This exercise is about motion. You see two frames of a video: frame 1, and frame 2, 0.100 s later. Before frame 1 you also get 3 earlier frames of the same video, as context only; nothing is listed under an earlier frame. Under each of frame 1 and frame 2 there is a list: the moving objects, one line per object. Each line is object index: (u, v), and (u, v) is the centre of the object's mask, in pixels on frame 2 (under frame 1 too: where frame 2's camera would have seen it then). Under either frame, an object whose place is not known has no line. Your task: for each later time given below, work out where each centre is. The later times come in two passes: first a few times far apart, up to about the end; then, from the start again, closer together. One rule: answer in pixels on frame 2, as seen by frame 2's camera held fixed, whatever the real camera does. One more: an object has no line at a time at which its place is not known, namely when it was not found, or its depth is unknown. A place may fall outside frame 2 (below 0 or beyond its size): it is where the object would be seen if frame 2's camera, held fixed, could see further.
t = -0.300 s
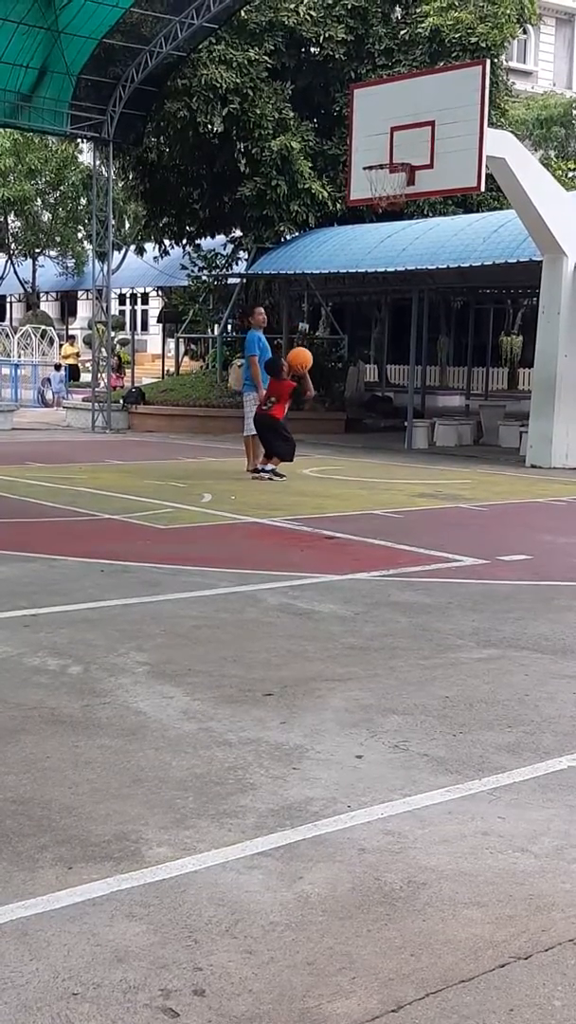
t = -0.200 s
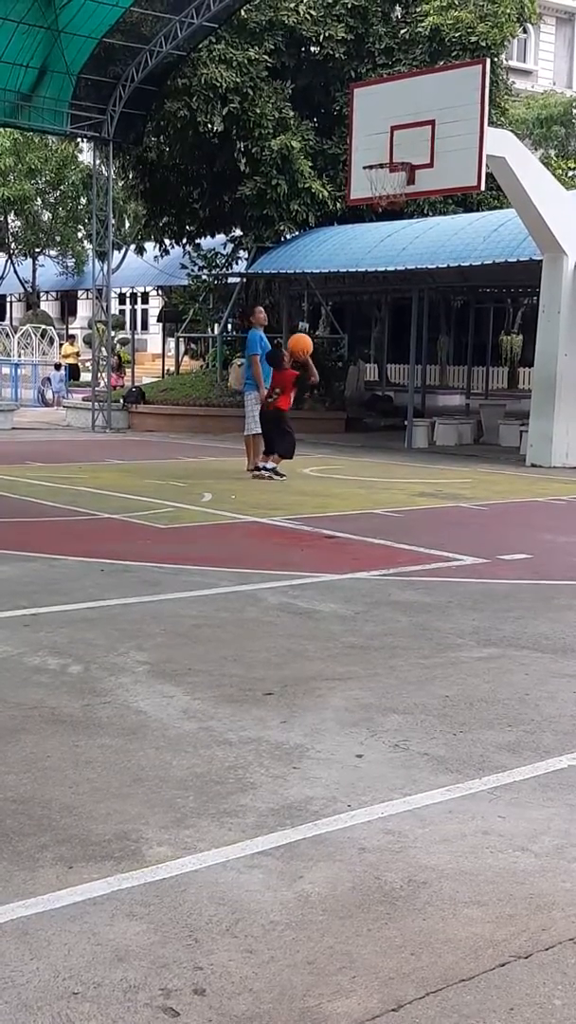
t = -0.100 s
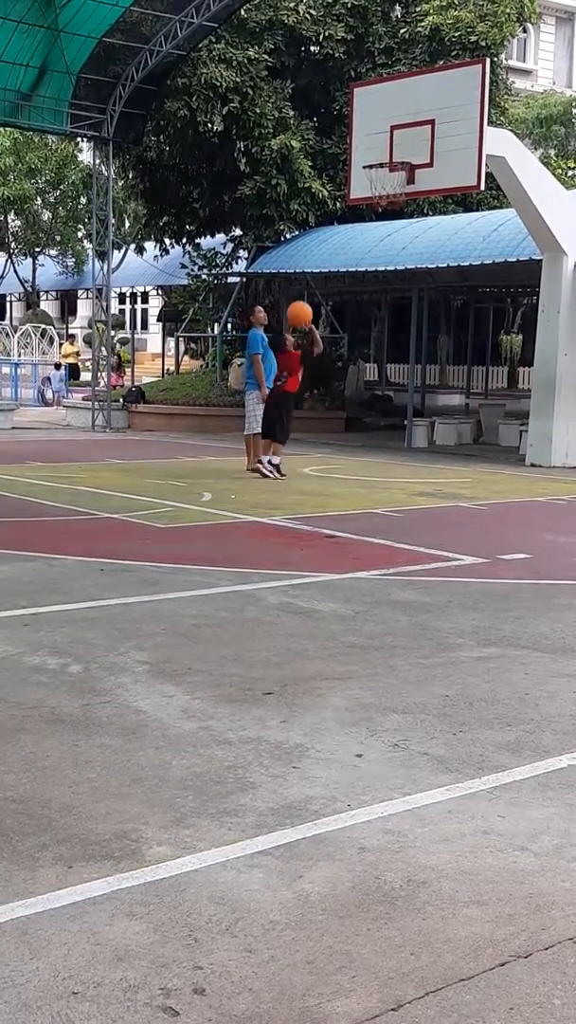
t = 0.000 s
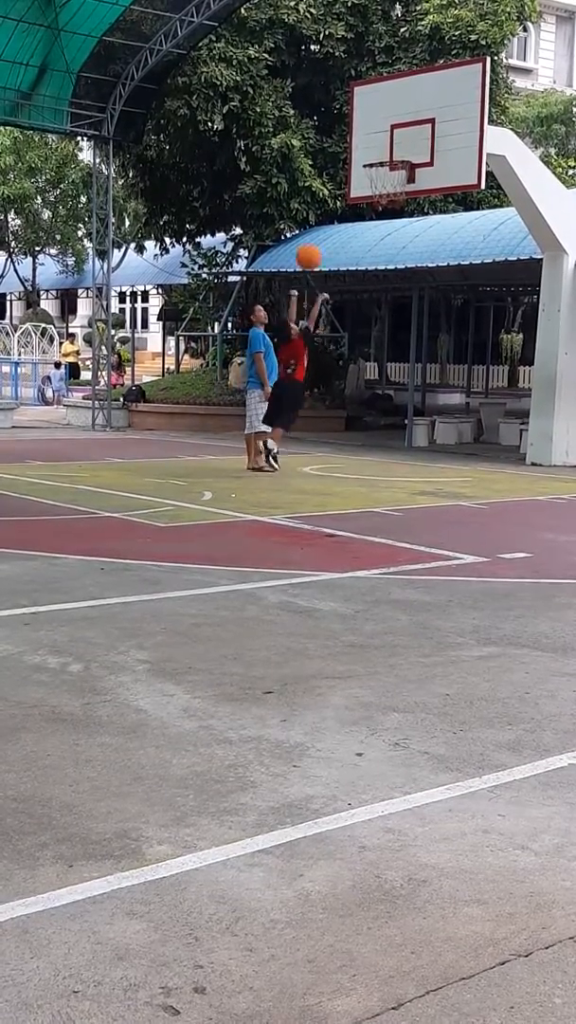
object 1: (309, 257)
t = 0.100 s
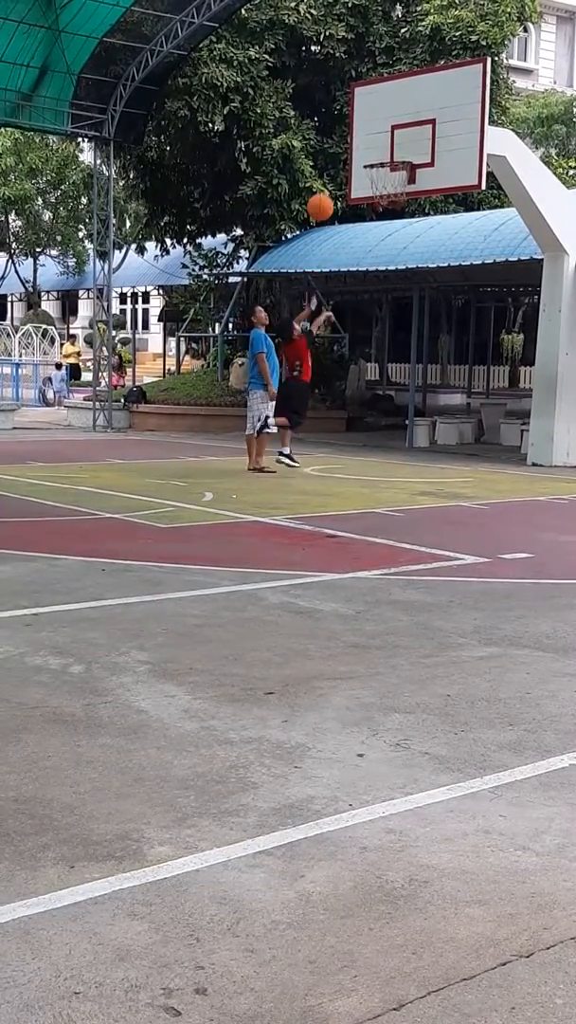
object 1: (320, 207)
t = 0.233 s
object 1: (334, 156)
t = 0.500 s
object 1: (359, 114)
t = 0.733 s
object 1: (379, 139)
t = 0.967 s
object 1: (398, 234)
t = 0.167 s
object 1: (327, 178)
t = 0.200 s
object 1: (331, 167)
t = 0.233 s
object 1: (334, 156)
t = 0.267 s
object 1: (338, 147)
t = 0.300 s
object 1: (340, 139)
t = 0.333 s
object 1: (344, 132)
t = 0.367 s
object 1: (347, 125)
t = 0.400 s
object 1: (350, 121)
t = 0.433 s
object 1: (353, 118)
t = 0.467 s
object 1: (356, 115)
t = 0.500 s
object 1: (359, 114)
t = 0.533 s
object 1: (362, 114)
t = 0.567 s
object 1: (365, 115)
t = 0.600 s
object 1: (368, 118)
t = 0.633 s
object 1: (371, 121)
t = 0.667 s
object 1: (373, 126)
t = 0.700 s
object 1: (377, 132)
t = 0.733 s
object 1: (379, 139)
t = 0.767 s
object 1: (381, 148)
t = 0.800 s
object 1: (384, 156)
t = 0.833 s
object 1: (386, 167)
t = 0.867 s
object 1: (389, 177)
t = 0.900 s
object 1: (392, 193)
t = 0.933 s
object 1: (394, 205)
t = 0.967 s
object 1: (398, 234)
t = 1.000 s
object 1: (401, 250)
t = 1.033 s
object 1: (403, 269)
